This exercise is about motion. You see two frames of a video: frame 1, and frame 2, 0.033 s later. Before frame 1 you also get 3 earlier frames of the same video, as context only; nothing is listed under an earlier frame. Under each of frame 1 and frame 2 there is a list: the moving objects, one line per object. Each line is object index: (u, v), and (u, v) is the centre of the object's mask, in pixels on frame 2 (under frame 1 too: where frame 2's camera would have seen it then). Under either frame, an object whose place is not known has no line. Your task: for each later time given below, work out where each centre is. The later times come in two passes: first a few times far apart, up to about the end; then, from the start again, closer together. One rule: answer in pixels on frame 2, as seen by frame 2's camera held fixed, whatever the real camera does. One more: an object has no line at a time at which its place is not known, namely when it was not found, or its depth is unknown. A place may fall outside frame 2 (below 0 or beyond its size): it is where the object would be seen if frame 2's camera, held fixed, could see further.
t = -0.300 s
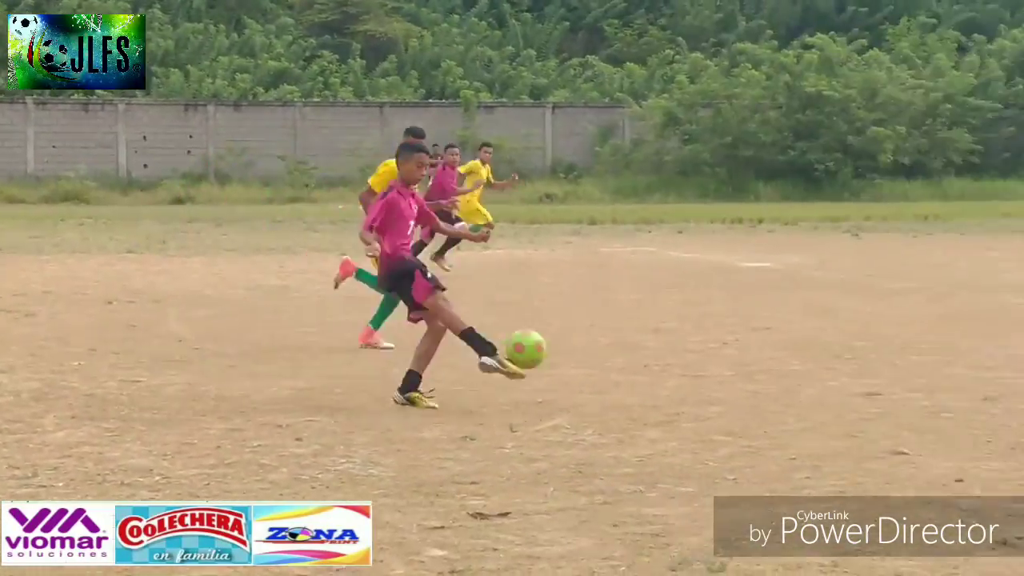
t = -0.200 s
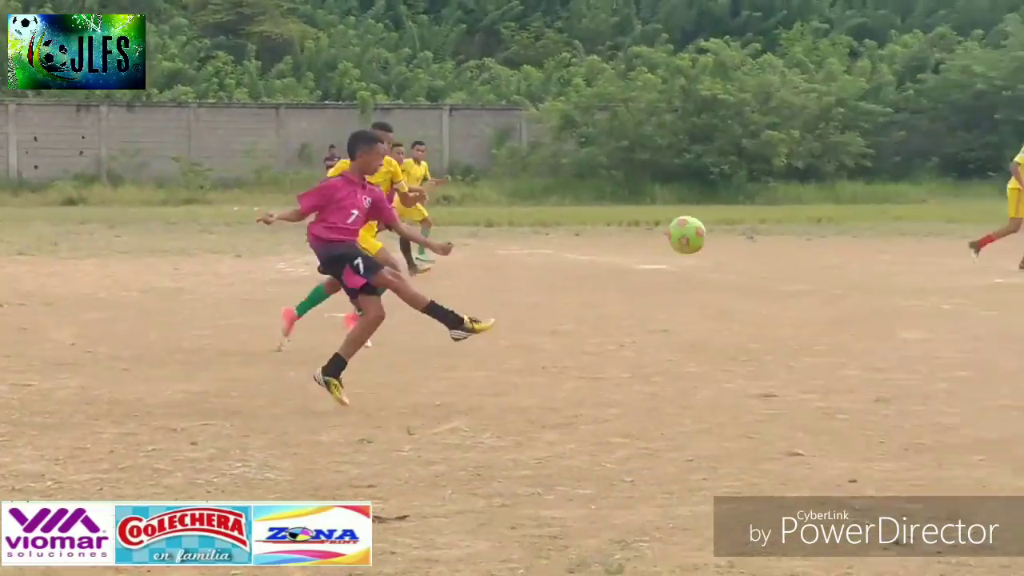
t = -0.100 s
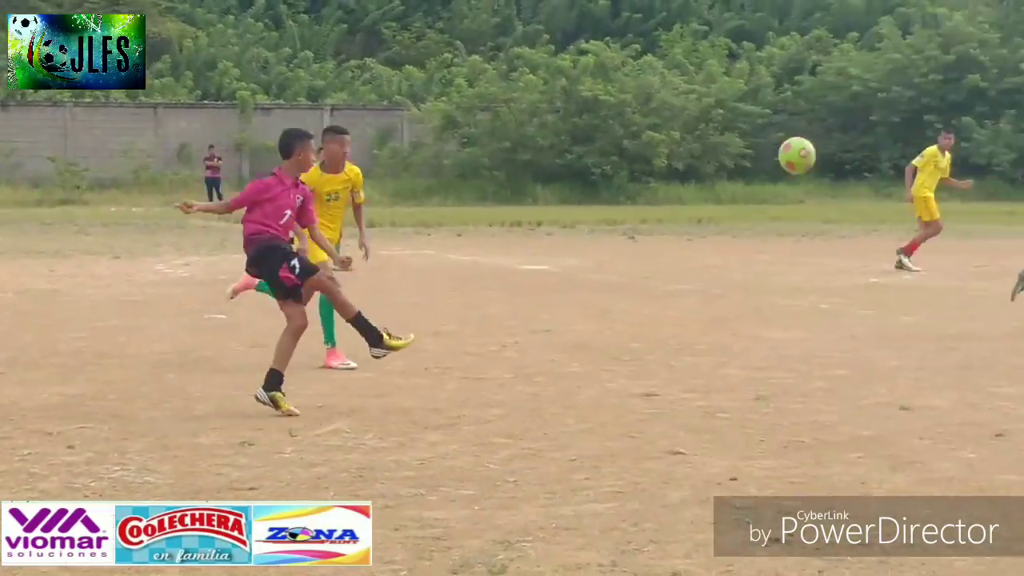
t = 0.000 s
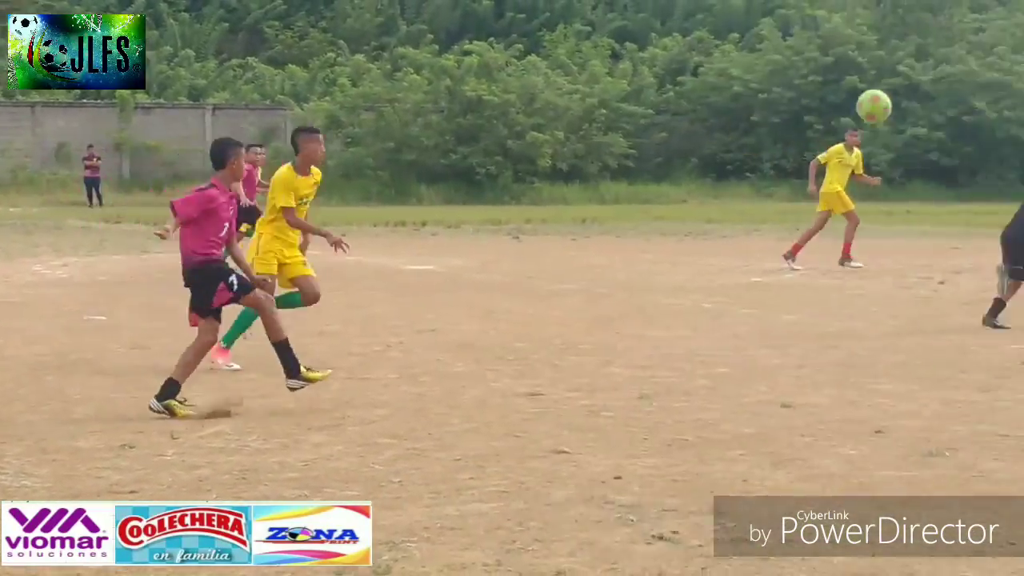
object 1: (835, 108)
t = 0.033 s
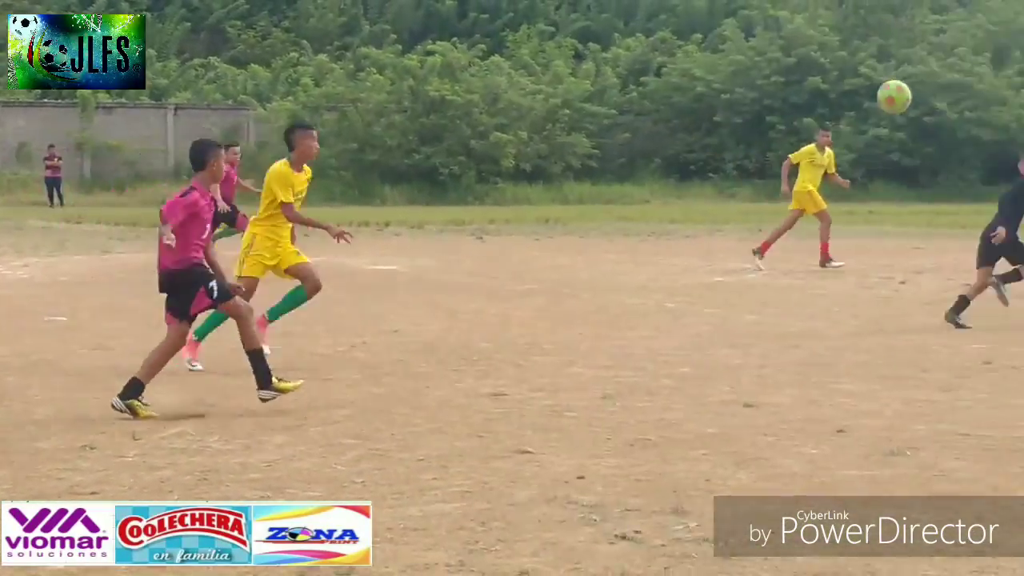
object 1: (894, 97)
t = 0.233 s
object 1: (1181, 74)
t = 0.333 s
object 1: (1291, 94)
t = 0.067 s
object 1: (951, 88)
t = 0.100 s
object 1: (1004, 81)
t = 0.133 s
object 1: (1053, 76)
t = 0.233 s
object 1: (1181, 74)
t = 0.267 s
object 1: (1219, 79)
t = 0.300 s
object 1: (1257, 86)
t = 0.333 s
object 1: (1291, 94)
